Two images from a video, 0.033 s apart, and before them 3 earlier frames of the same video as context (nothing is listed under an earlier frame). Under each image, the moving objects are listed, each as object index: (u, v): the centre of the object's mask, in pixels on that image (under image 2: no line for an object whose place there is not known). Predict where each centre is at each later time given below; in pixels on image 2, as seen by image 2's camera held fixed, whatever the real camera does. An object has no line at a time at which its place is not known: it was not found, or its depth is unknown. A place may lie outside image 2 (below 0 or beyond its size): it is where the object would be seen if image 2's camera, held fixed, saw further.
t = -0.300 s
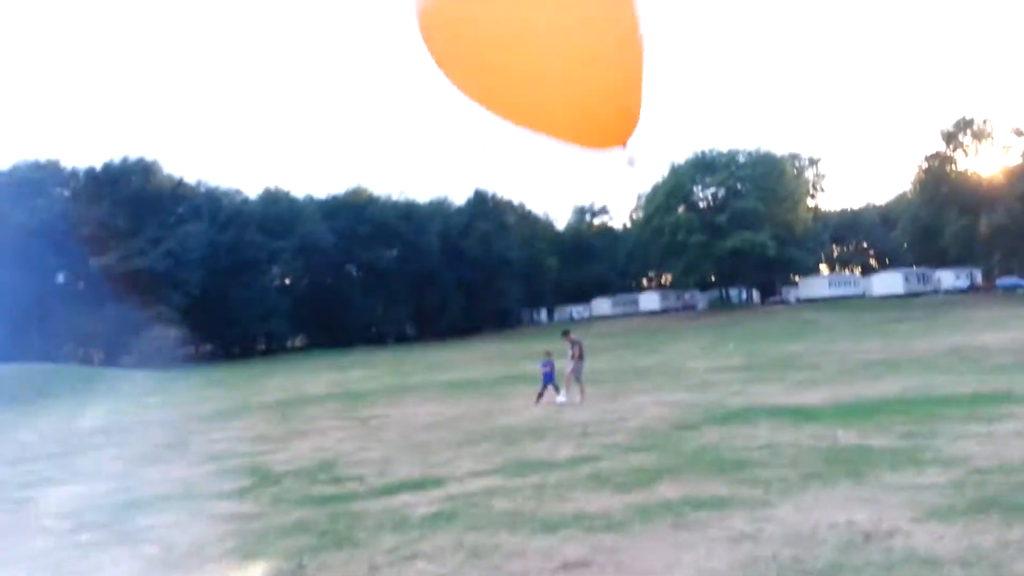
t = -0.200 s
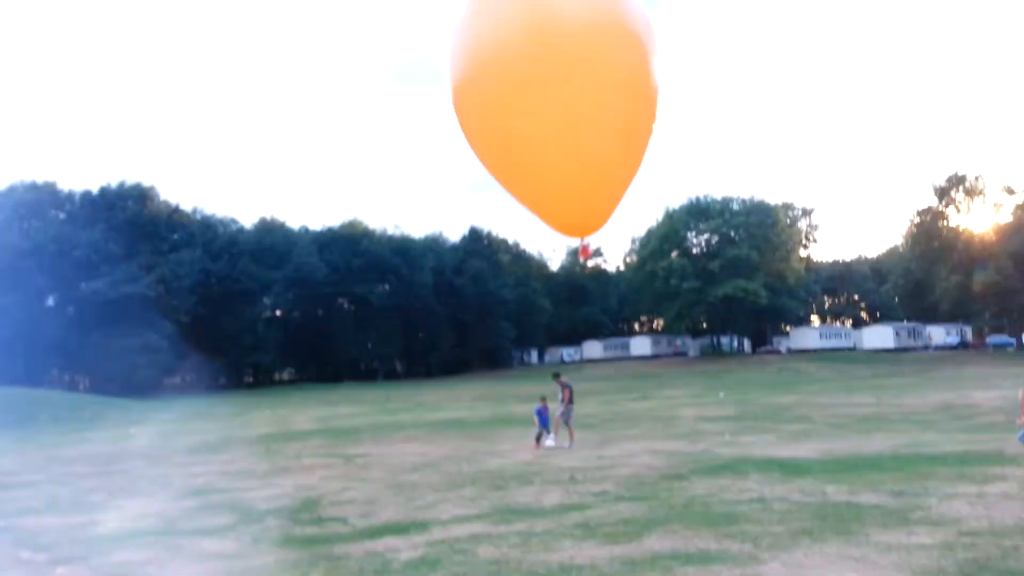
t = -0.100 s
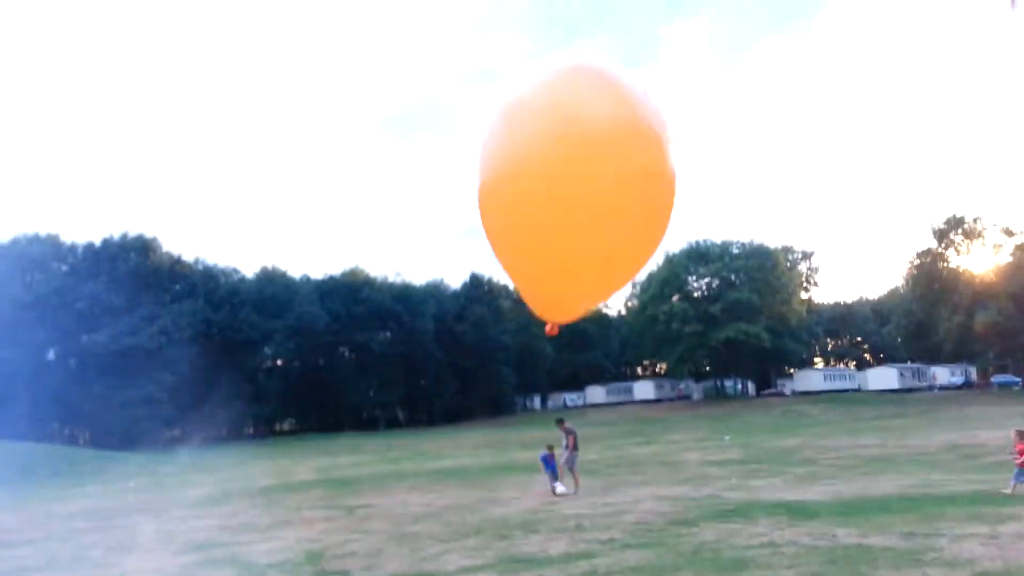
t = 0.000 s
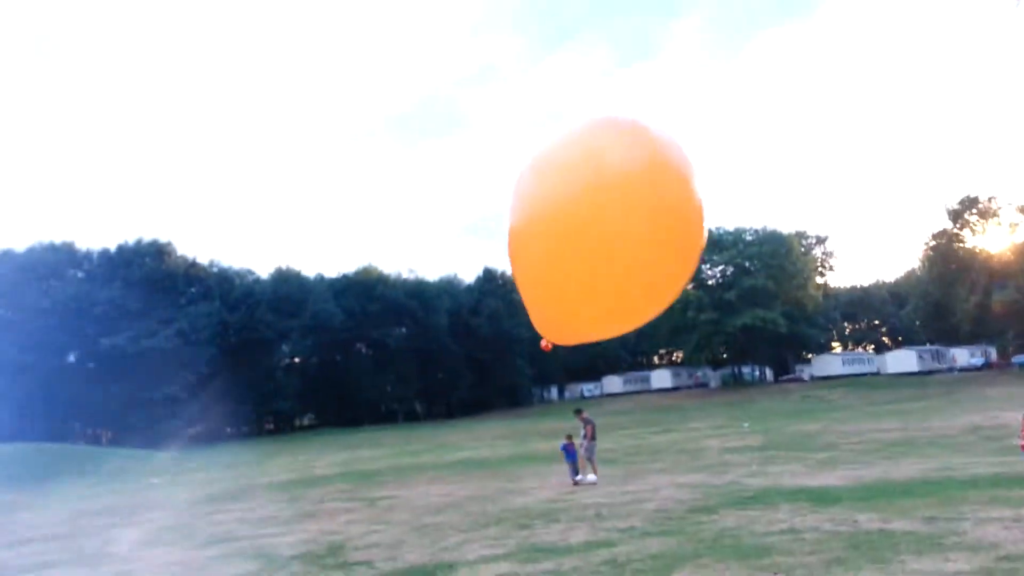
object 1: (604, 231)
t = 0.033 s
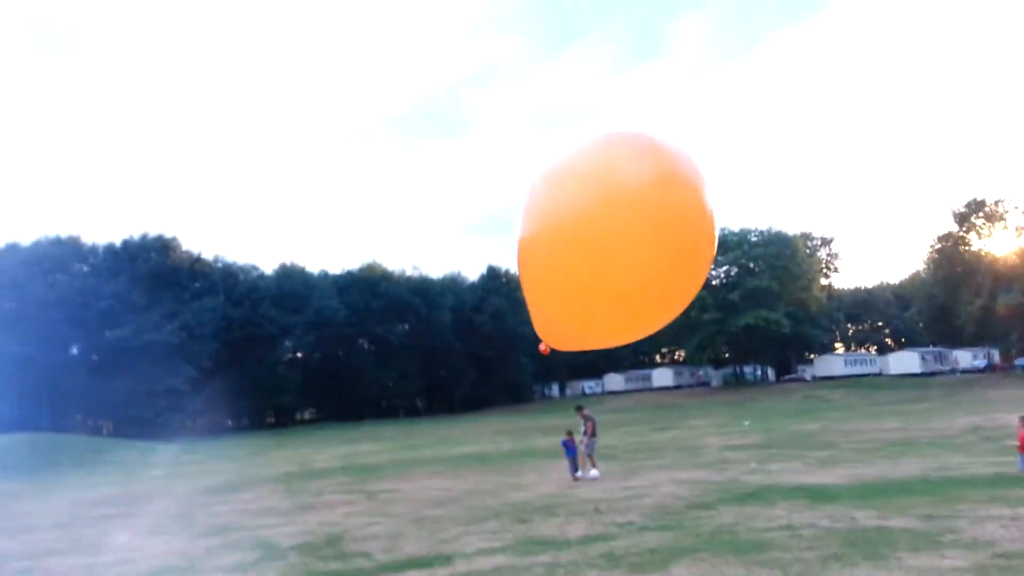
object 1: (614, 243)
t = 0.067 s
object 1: (624, 259)
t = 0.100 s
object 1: (628, 271)
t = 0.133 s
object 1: (630, 282)
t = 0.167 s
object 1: (630, 299)
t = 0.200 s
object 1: (630, 317)
